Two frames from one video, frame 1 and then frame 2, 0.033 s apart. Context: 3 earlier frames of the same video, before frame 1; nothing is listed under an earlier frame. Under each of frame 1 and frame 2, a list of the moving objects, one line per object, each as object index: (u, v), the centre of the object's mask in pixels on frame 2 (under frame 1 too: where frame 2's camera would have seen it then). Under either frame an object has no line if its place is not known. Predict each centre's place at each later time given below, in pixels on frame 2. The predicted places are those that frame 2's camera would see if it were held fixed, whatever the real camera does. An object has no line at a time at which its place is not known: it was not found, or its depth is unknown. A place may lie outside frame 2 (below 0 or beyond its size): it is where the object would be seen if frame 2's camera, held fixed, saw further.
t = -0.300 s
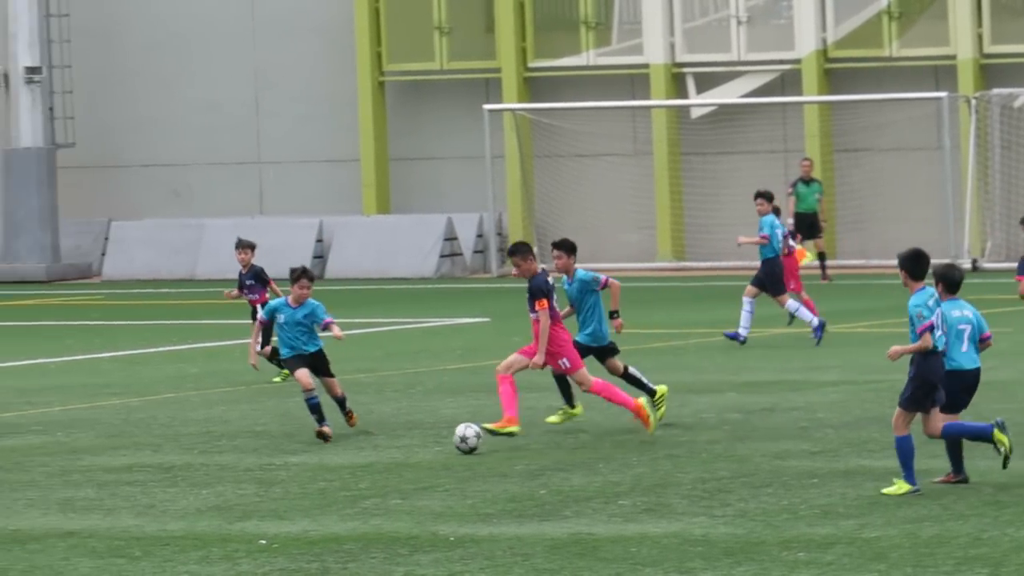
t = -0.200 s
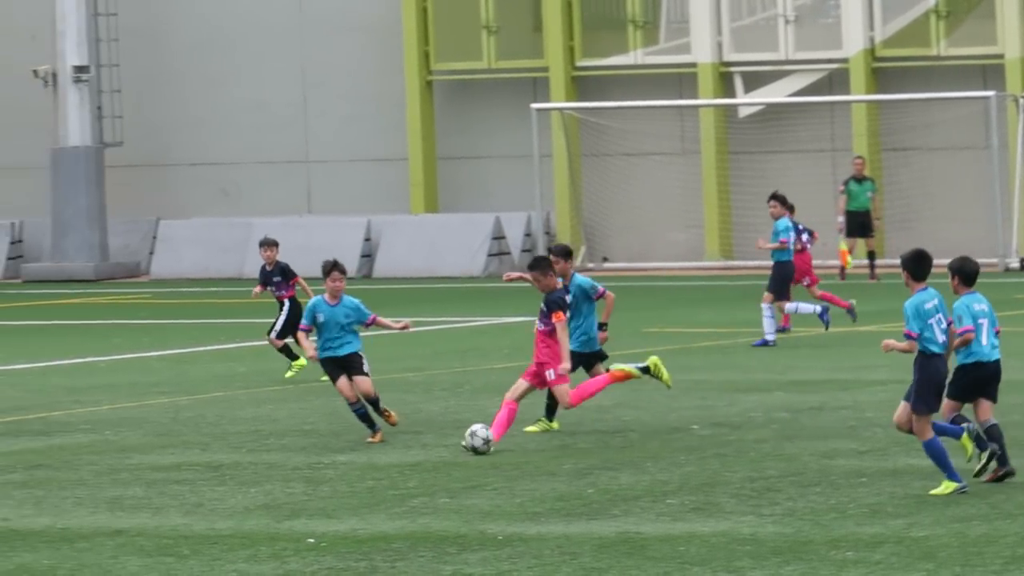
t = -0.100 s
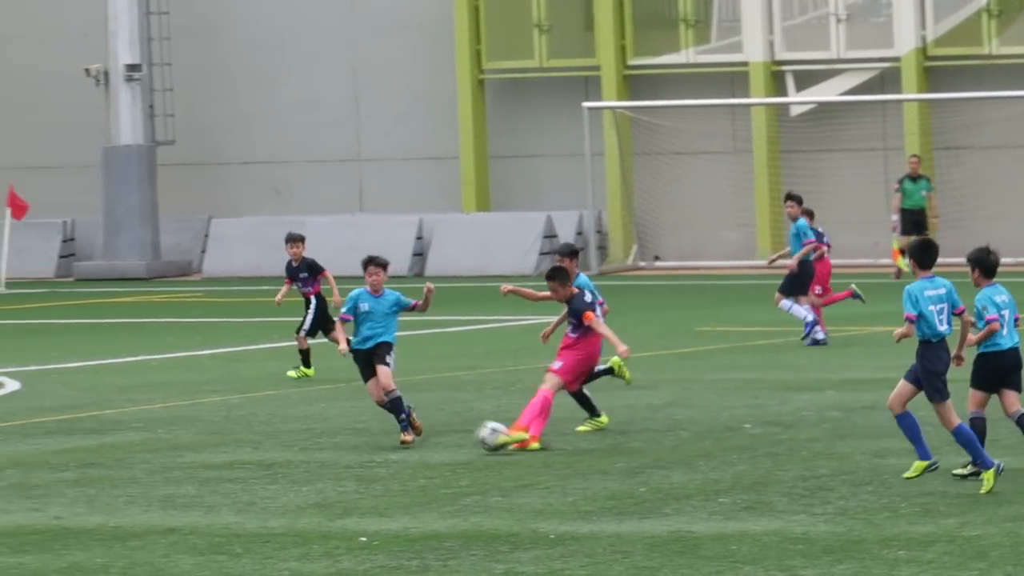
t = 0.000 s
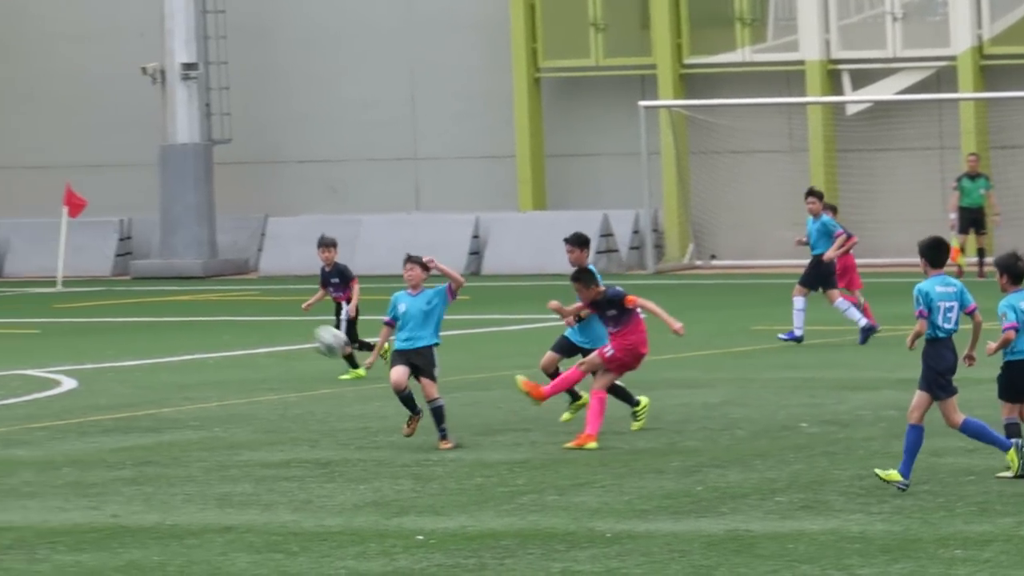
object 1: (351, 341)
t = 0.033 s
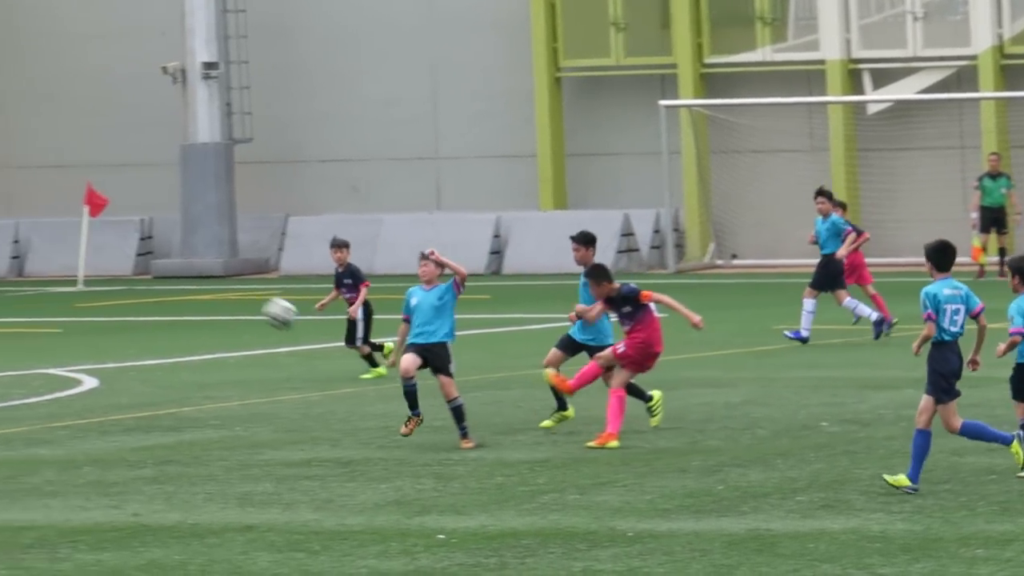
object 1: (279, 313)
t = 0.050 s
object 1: (245, 300)
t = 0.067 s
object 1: (210, 288)
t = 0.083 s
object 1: (176, 276)
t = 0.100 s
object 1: (143, 266)
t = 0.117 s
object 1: (108, 256)
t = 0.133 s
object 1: (74, 245)
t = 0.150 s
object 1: (41, 236)
